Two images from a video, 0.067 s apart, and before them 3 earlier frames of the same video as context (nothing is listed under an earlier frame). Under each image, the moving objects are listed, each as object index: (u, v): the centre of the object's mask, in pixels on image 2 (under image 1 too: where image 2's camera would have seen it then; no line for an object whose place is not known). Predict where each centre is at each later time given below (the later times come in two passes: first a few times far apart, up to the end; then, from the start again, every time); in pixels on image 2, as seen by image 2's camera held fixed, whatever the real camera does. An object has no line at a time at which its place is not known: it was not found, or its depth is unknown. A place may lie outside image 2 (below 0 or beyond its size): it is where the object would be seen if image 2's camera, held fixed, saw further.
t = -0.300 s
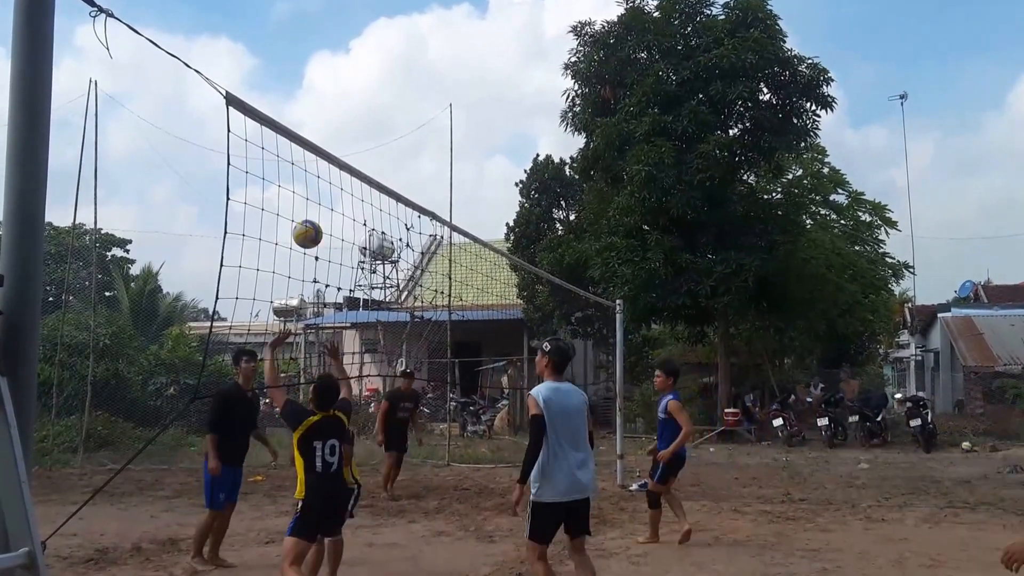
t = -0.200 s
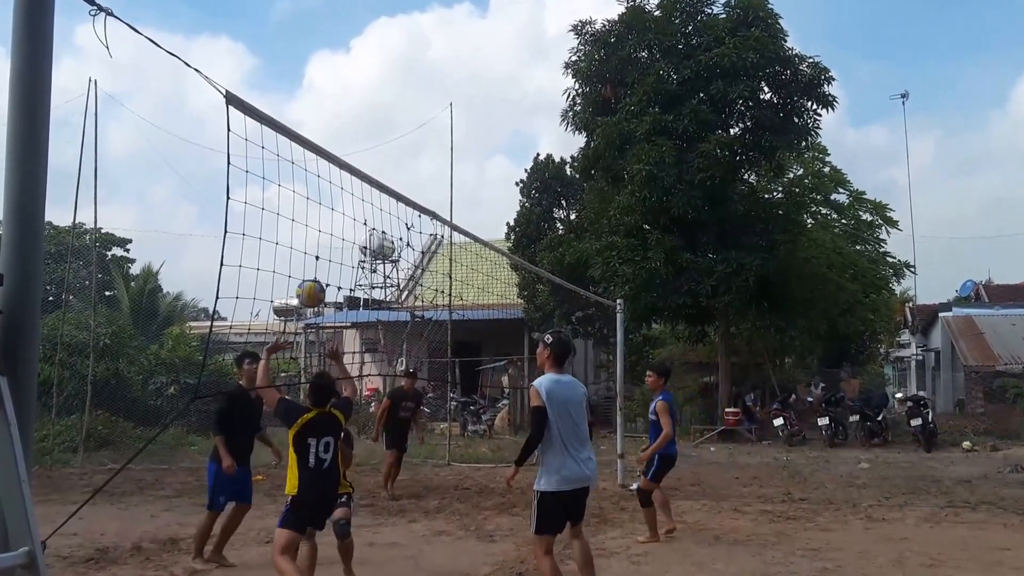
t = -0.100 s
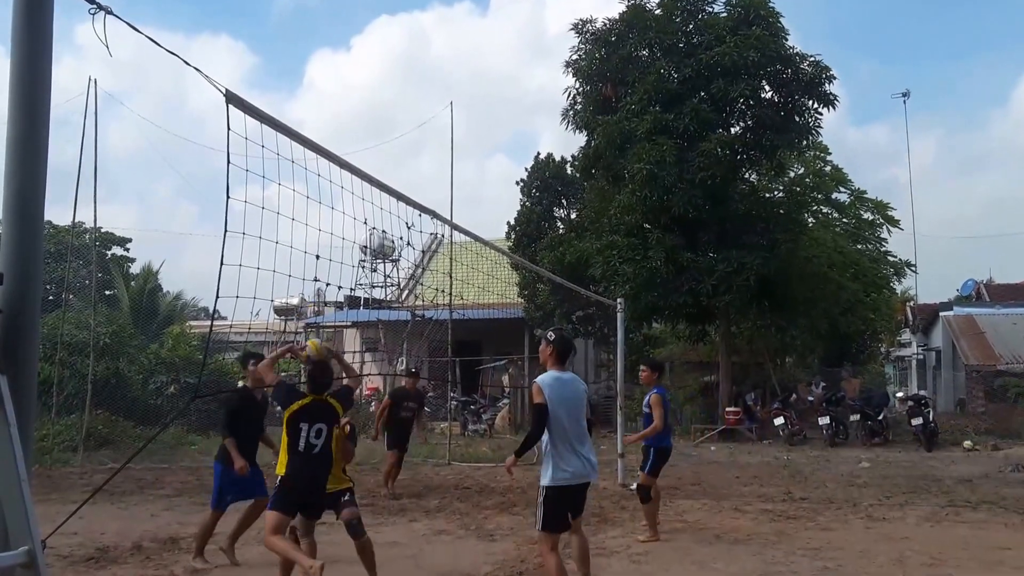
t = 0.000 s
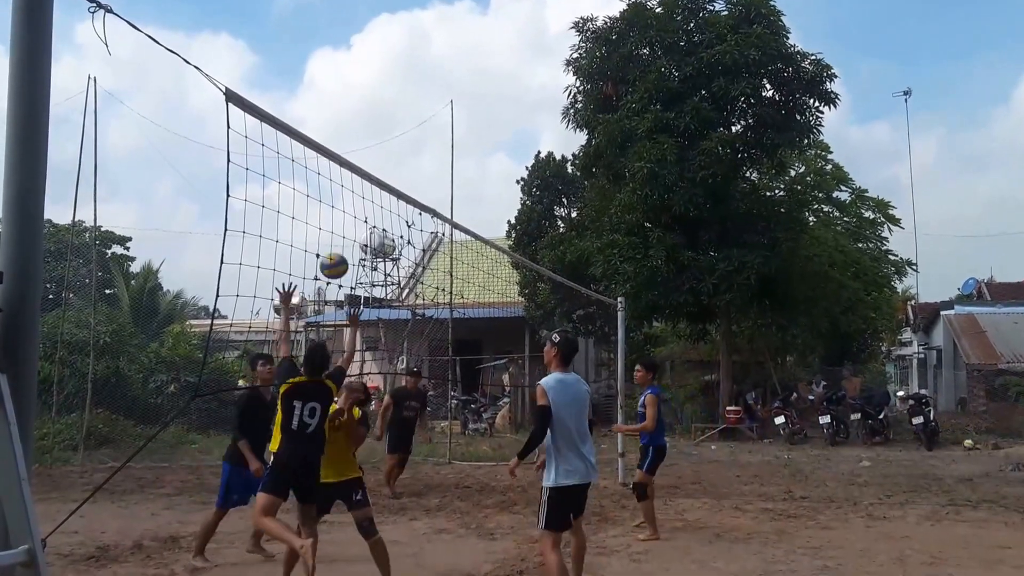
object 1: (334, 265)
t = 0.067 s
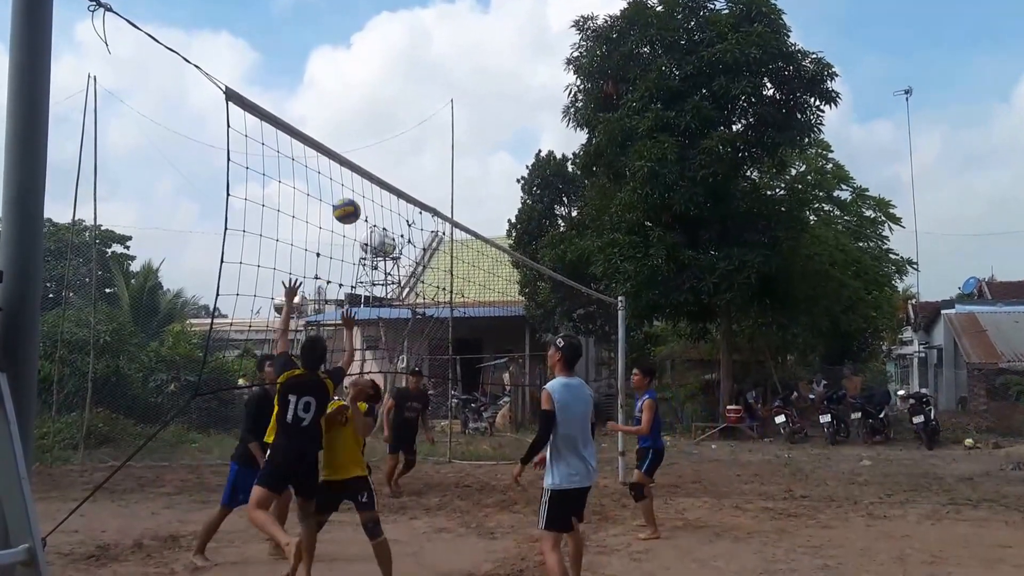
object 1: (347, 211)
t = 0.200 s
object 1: (371, 129)
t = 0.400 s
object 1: (402, 57)
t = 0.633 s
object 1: (432, 37)
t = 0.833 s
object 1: (456, 65)
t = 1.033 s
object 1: (477, 126)
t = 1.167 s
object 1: (491, 184)
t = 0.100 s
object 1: (353, 187)
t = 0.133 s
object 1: (362, 161)
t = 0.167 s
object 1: (365, 147)
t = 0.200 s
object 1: (371, 129)
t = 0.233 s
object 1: (377, 113)
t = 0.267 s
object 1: (383, 98)
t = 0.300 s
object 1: (388, 86)
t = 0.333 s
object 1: (393, 75)
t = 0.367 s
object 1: (398, 65)
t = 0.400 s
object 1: (402, 57)
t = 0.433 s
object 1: (407, 50)
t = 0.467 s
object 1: (411, 45)
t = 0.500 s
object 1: (416, 41)
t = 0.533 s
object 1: (420, 38)
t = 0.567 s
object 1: (424, 37)
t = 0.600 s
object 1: (428, 37)
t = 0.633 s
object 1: (432, 37)
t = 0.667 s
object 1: (437, 39)
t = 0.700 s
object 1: (441, 42)
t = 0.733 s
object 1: (444, 47)
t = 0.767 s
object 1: (448, 52)
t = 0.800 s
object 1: (452, 58)
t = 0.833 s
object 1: (456, 65)
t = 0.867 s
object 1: (460, 73)
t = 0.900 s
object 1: (463, 82)
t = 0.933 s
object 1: (467, 92)
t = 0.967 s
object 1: (470, 103)
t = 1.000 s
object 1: (474, 114)
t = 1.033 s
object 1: (477, 126)
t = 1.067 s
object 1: (481, 139)
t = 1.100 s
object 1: (484, 153)
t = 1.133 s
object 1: (488, 168)
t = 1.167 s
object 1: (491, 184)
